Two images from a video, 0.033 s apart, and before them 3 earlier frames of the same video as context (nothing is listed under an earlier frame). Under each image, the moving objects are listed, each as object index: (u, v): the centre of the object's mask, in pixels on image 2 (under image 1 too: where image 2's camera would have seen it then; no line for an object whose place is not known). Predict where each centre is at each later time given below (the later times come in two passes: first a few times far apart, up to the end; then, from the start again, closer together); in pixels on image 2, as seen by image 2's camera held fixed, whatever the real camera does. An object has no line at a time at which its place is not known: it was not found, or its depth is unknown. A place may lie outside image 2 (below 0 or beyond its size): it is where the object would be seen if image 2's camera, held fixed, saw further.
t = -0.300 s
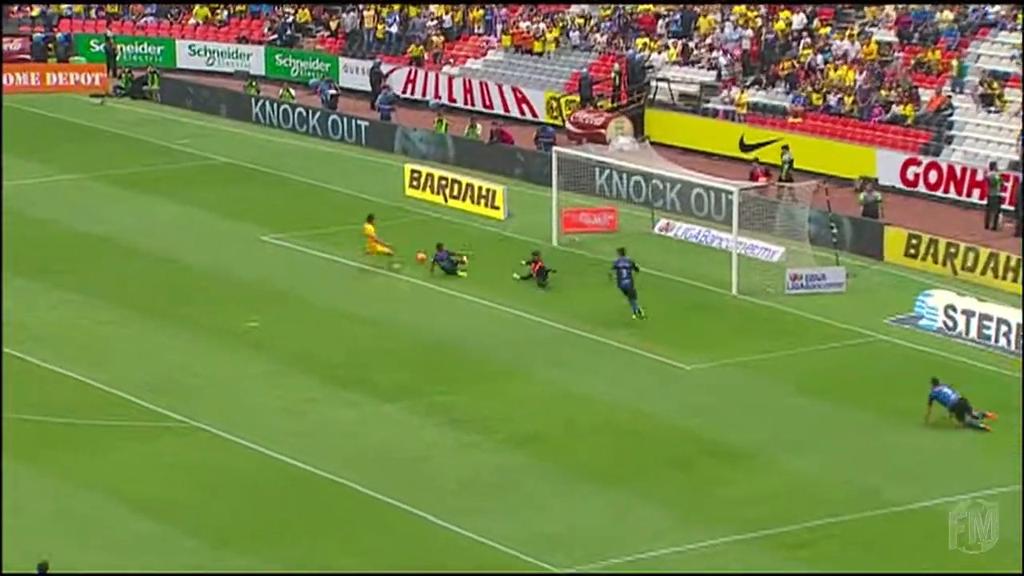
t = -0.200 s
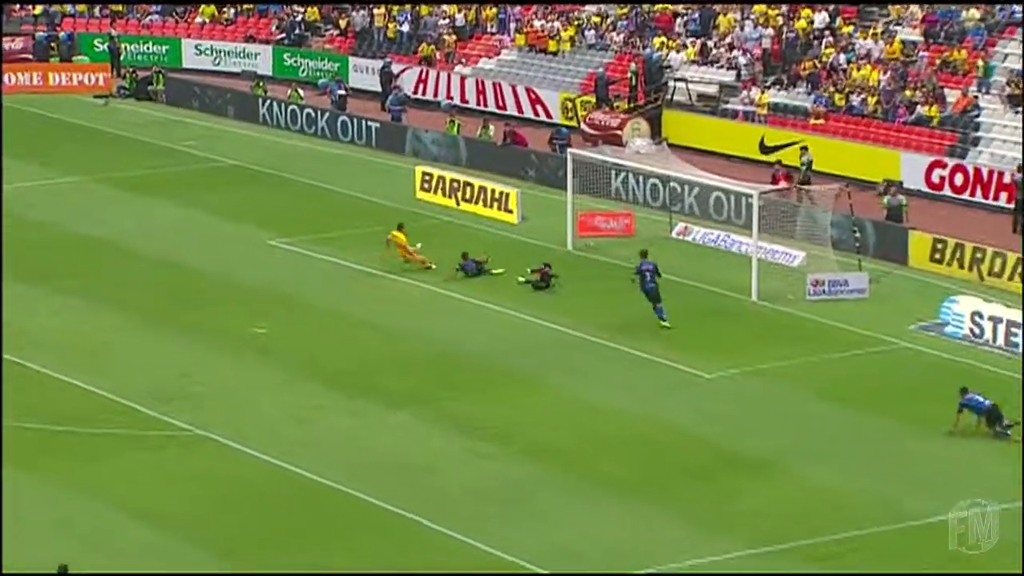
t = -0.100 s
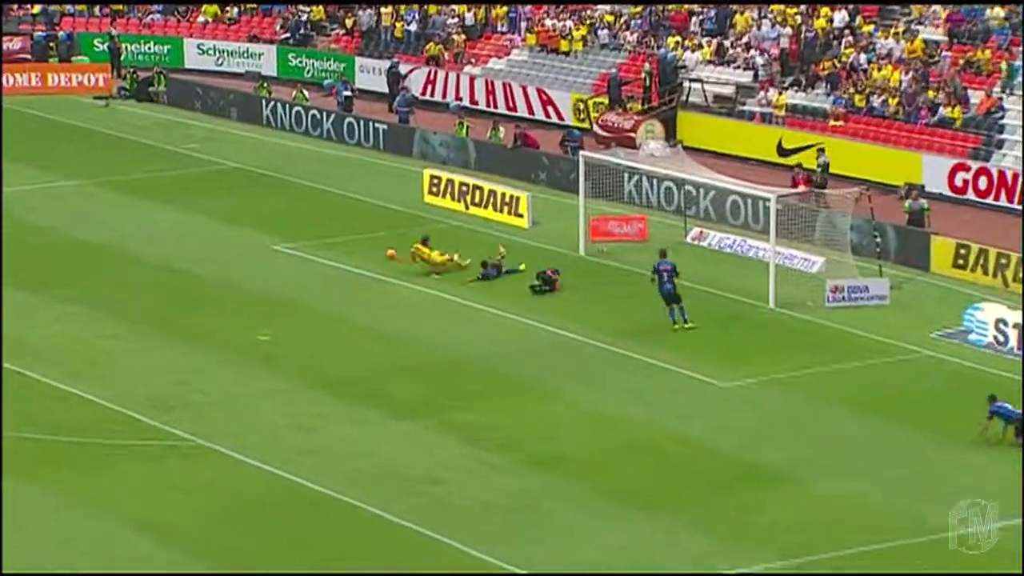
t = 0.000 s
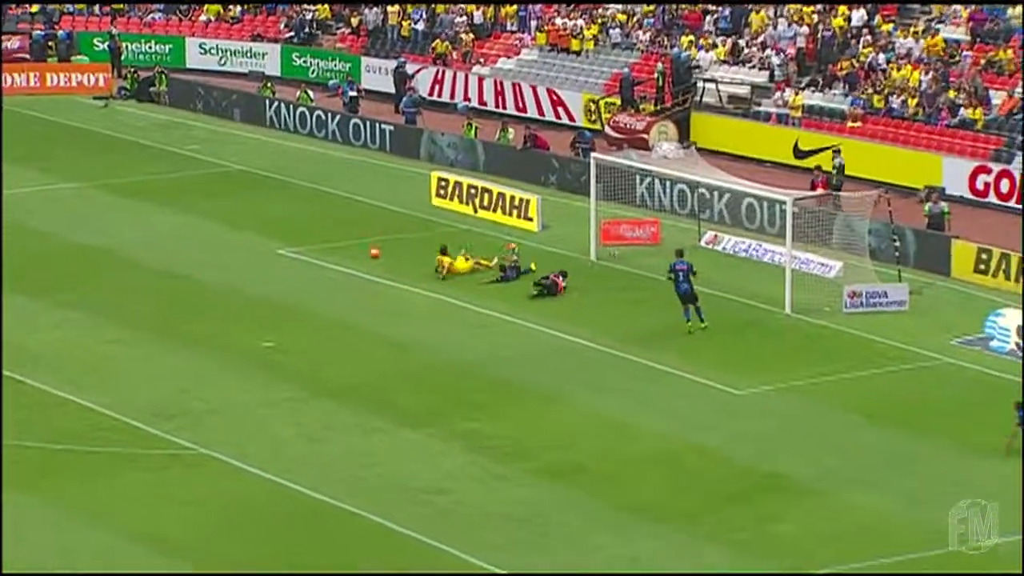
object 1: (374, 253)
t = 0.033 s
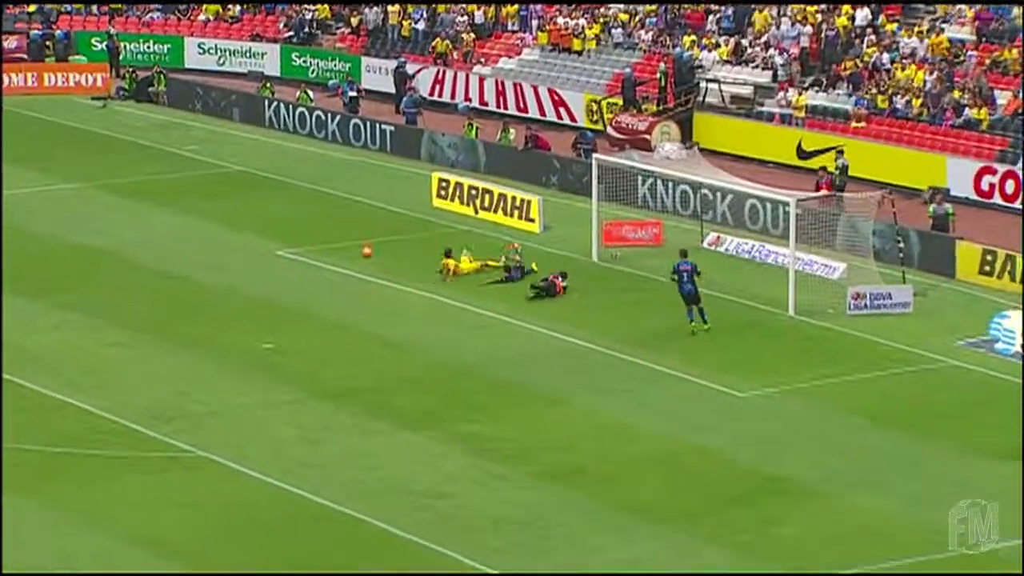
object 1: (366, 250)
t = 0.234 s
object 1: (322, 239)
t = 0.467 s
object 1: (273, 225)
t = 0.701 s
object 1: (227, 210)
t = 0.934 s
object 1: (185, 198)
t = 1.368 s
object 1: (109, 179)
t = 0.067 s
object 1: (359, 248)
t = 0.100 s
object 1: (351, 246)
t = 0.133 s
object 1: (344, 245)
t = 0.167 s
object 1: (336, 244)
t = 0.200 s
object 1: (330, 242)
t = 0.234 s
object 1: (322, 239)
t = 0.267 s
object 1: (315, 236)
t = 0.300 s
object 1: (308, 234)
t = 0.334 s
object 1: (301, 232)
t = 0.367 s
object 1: (294, 231)
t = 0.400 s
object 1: (287, 228)
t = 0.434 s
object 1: (280, 226)
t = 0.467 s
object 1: (273, 225)
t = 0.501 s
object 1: (267, 222)
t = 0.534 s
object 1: (259, 220)
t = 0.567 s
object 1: (253, 218)
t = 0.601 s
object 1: (246, 216)
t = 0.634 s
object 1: (240, 214)
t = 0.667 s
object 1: (233, 212)
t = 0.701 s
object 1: (227, 210)
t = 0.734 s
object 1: (220, 208)
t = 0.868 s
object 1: (196, 201)
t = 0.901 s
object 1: (191, 200)
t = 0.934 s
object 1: (185, 198)
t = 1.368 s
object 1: (109, 179)
